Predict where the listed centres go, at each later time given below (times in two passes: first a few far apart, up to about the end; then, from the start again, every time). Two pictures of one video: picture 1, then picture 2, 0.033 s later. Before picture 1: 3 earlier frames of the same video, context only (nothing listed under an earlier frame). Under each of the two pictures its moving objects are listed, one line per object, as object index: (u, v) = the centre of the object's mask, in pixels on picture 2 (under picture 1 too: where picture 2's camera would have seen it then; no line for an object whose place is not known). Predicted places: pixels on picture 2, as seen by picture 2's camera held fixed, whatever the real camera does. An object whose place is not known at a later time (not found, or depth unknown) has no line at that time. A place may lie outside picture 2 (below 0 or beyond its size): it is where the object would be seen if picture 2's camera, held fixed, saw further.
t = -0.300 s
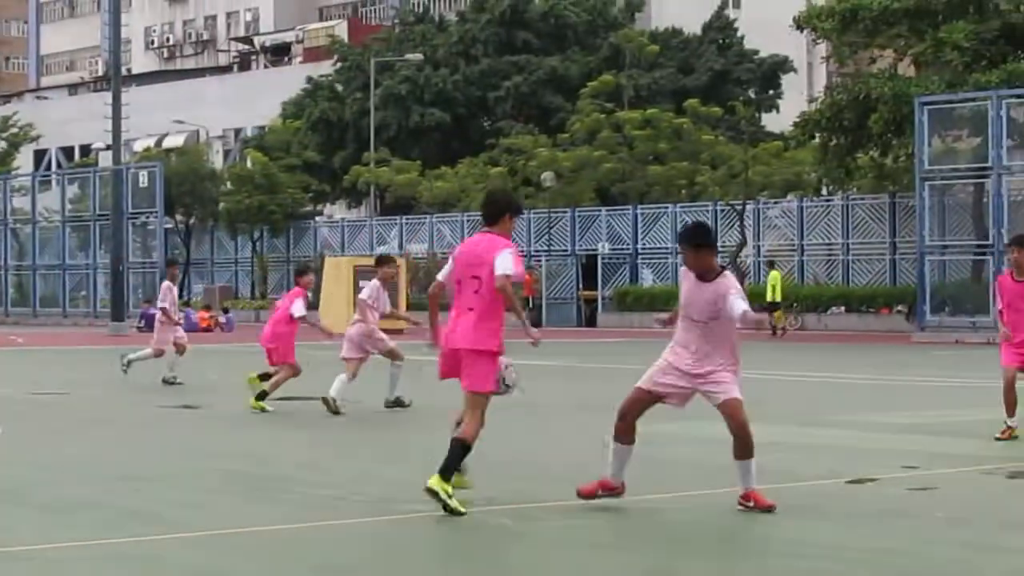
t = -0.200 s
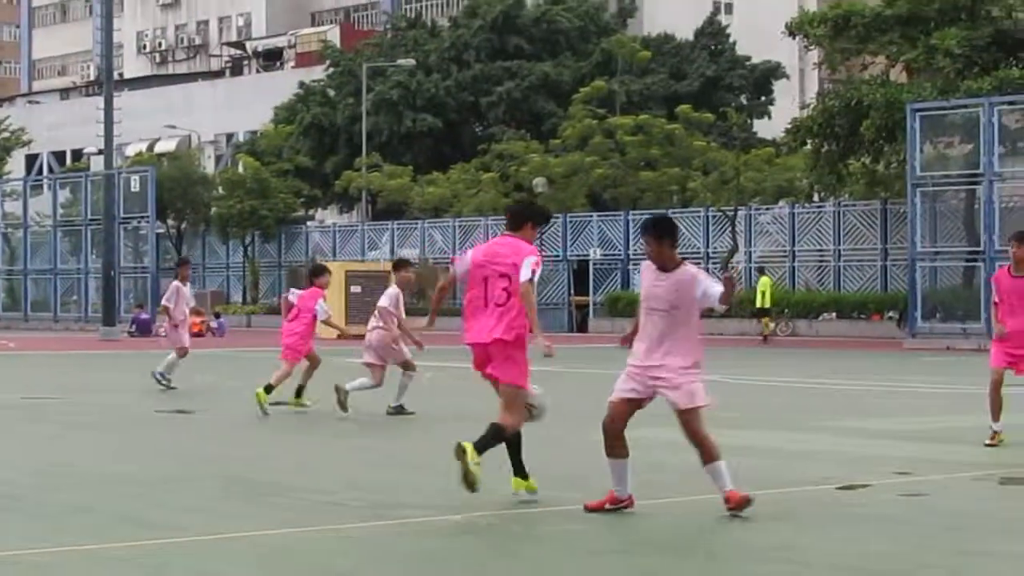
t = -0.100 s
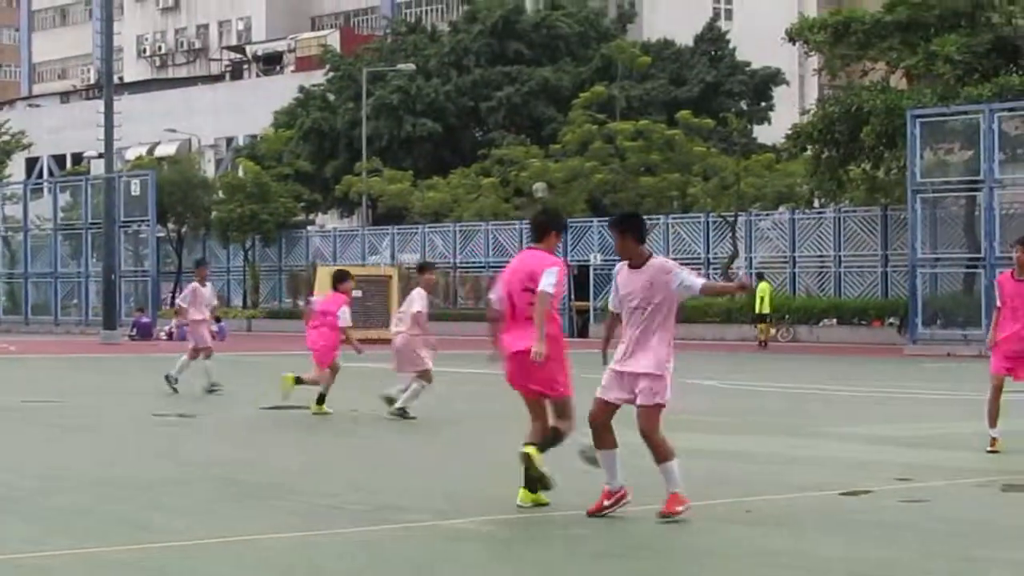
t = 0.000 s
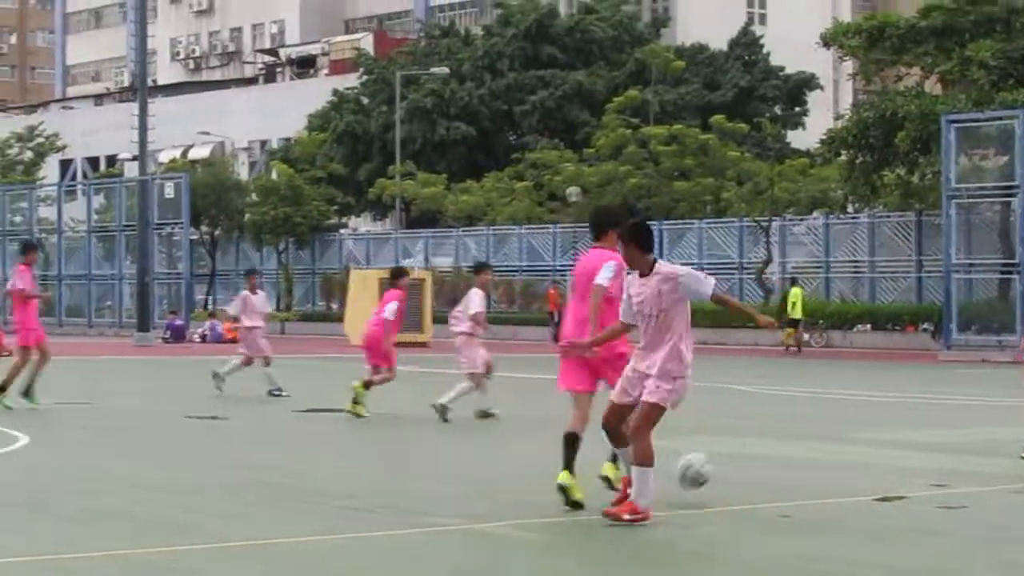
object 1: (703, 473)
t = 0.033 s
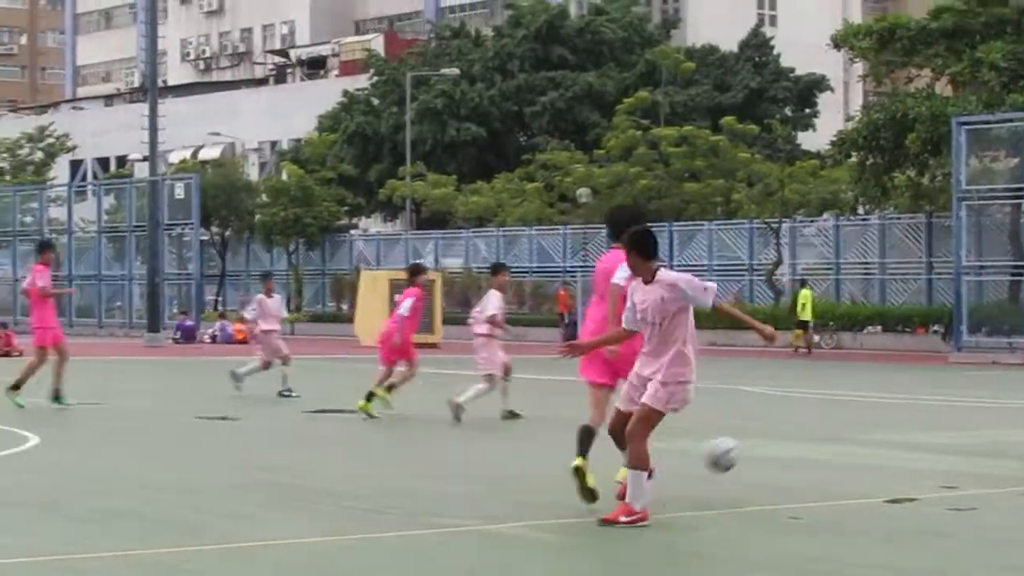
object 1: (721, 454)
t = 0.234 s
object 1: (824, 391)
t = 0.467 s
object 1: (924, 400)
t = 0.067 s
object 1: (737, 439)
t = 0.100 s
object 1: (757, 425)
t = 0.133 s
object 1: (774, 415)
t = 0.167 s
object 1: (792, 404)
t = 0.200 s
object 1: (808, 397)
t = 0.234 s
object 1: (824, 391)
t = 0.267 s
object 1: (839, 387)
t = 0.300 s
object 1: (854, 385)
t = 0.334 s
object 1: (869, 385)
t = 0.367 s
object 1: (882, 386)
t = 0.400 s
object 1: (896, 389)
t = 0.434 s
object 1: (909, 394)
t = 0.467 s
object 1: (924, 400)
